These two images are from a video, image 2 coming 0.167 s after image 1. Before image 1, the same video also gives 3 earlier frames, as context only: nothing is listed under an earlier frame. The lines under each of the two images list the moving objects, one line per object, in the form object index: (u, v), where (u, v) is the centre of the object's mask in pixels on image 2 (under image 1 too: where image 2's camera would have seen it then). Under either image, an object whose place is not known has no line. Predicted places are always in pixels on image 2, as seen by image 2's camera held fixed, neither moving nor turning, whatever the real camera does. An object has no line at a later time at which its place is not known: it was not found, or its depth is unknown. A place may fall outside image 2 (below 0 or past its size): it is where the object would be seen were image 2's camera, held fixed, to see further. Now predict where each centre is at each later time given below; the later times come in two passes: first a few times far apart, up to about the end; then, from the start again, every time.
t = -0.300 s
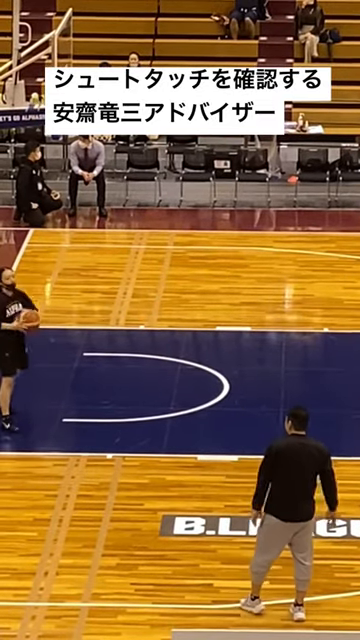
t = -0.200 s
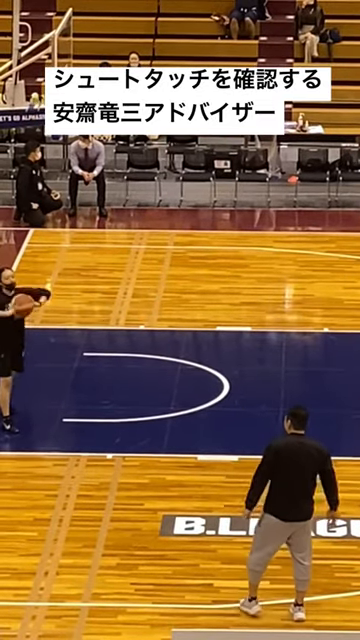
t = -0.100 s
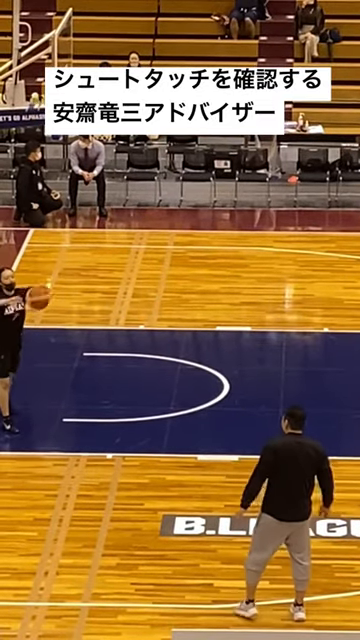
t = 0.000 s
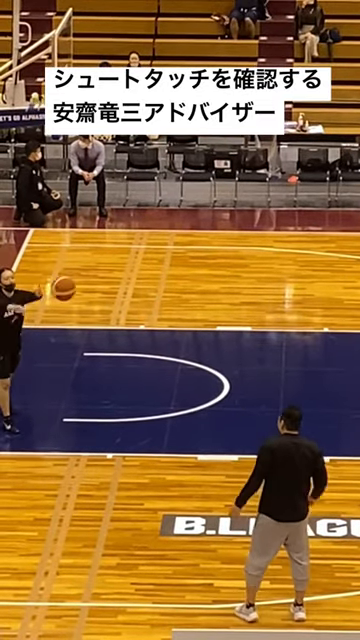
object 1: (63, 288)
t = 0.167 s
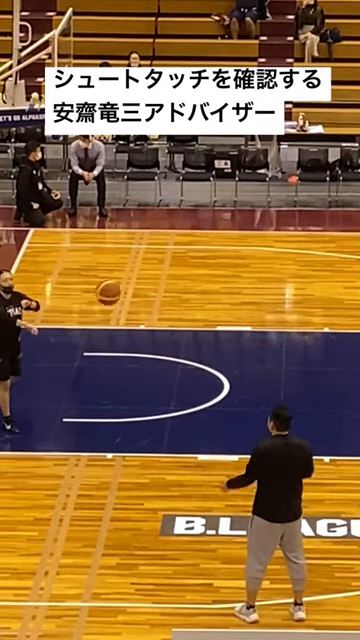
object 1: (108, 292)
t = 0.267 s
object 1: (136, 307)
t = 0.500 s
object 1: (205, 385)
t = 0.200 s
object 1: (117, 296)
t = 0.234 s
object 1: (127, 301)
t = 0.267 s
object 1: (136, 307)
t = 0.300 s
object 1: (146, 315)
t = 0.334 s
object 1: (155, 323)
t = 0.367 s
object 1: (165, 333)
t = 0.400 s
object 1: (175, 344)
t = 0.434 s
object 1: (185, 356)
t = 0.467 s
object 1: (195, 370)
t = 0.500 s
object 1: (205, 385)
